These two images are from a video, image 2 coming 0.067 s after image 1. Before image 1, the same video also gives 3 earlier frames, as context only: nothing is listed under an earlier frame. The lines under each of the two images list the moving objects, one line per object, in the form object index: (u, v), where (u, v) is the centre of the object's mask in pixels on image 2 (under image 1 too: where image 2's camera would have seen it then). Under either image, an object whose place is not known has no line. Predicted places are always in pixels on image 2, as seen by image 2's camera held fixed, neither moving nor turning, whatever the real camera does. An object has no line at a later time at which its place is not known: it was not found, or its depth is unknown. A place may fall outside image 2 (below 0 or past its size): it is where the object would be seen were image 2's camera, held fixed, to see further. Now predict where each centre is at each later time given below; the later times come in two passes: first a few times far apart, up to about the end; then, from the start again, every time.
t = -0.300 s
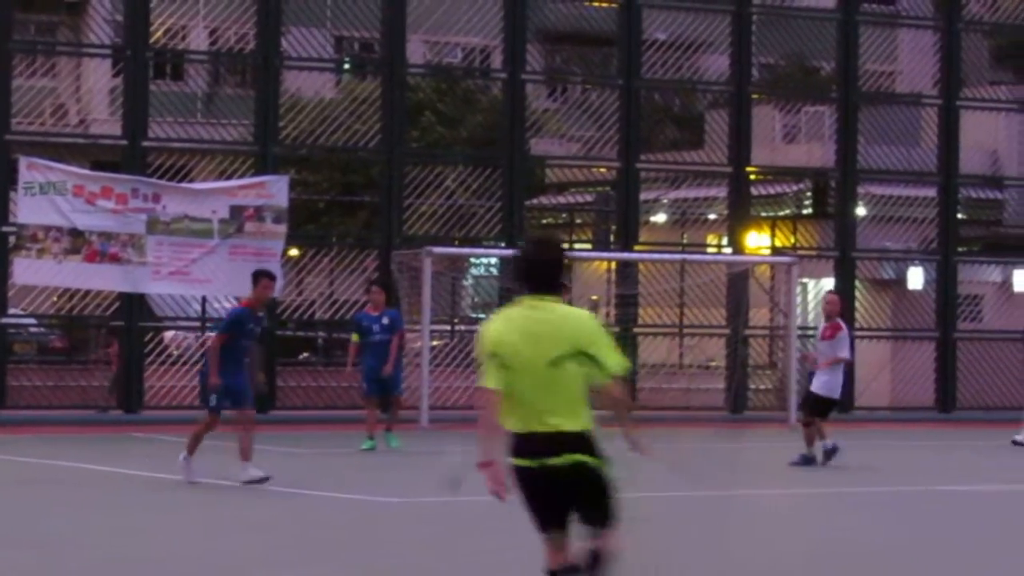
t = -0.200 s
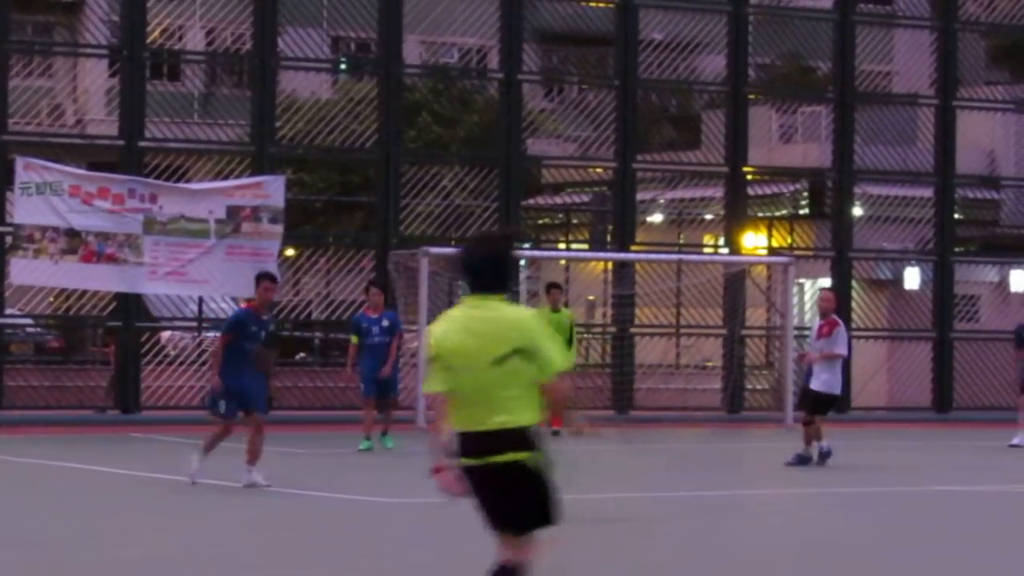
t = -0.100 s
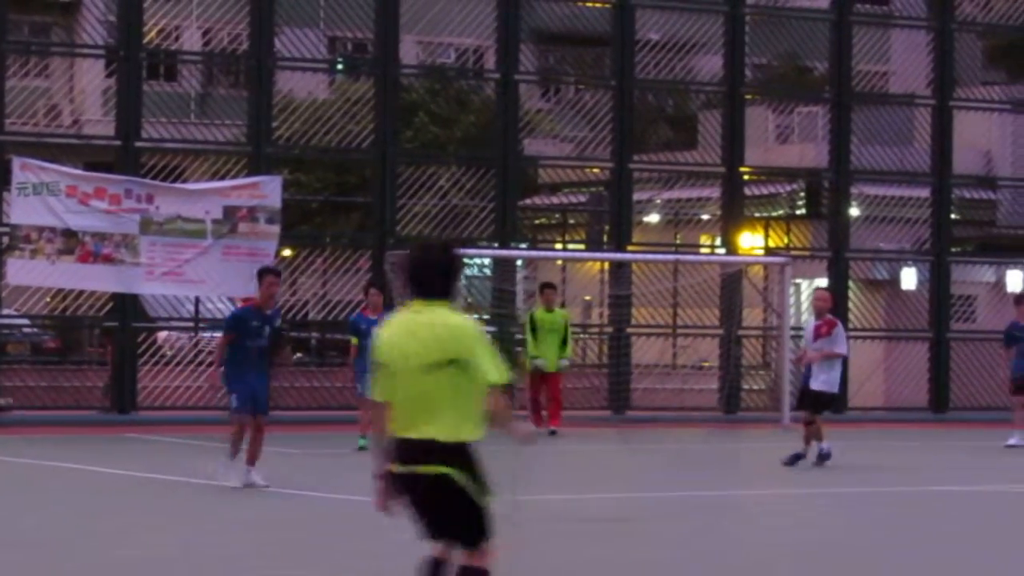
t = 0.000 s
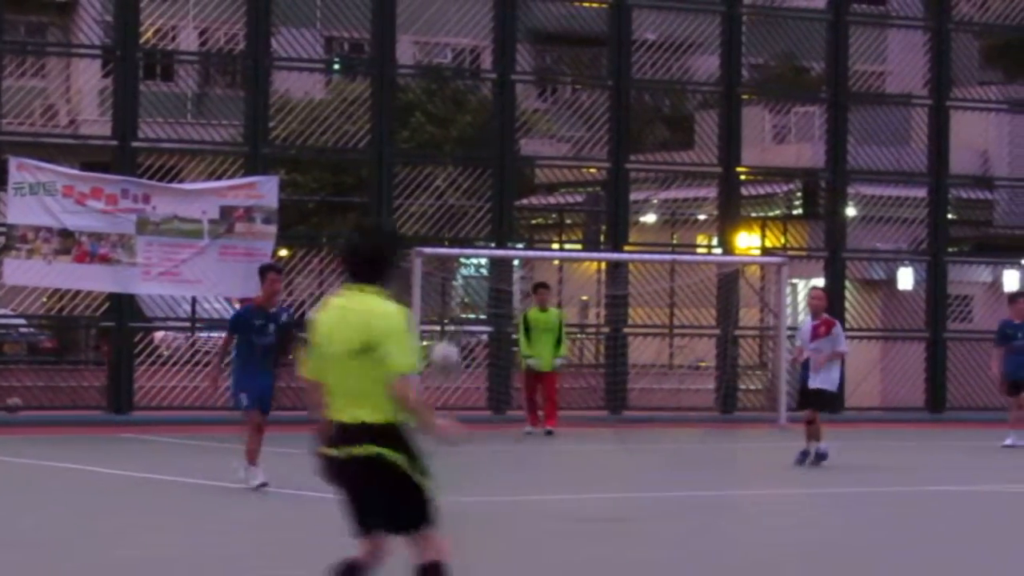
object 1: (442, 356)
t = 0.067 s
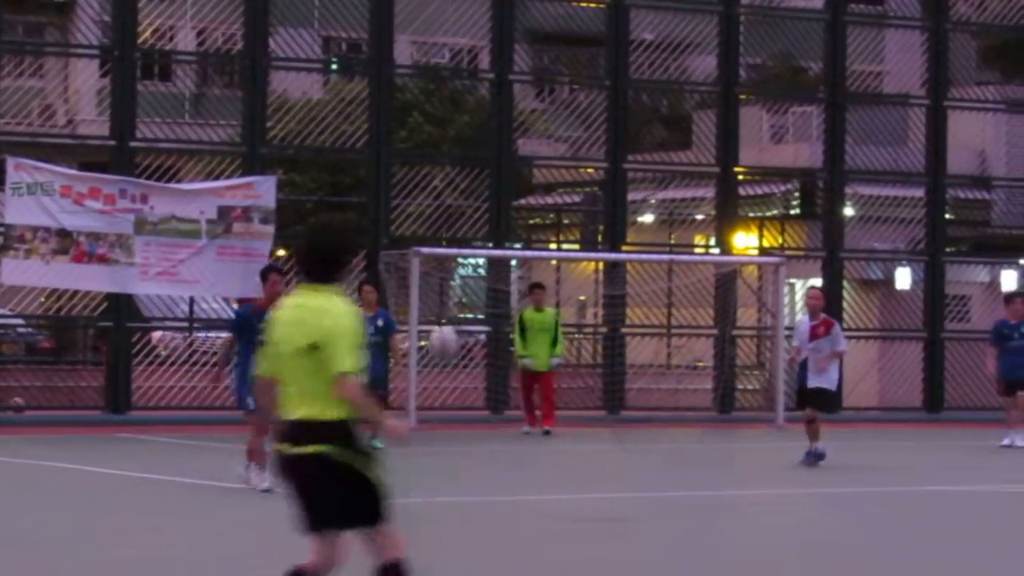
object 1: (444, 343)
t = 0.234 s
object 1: (443, 337)
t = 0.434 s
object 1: (441, 397)
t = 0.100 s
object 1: (443, 338)
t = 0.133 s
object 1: (443, 336)
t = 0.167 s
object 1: (443, 336)
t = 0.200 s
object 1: (443, 336)
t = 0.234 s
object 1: (443, 337)
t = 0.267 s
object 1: (443, 343)
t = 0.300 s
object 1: (443, 351)
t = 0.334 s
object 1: (442, 360)
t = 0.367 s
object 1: (442, 370)
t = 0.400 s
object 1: (441, 383)
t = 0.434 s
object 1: (441, 397)
